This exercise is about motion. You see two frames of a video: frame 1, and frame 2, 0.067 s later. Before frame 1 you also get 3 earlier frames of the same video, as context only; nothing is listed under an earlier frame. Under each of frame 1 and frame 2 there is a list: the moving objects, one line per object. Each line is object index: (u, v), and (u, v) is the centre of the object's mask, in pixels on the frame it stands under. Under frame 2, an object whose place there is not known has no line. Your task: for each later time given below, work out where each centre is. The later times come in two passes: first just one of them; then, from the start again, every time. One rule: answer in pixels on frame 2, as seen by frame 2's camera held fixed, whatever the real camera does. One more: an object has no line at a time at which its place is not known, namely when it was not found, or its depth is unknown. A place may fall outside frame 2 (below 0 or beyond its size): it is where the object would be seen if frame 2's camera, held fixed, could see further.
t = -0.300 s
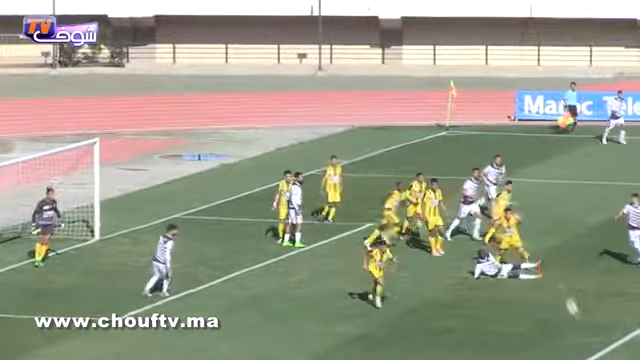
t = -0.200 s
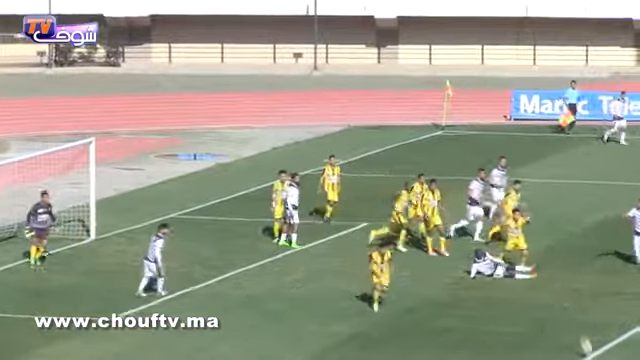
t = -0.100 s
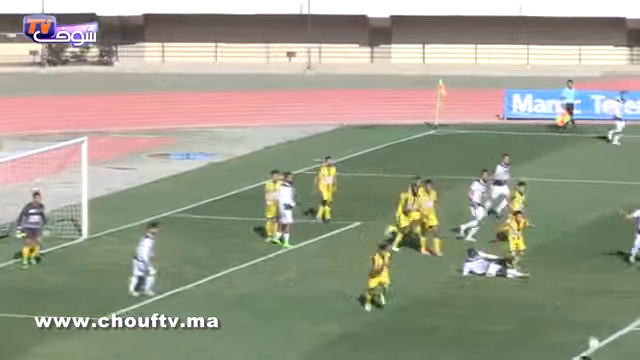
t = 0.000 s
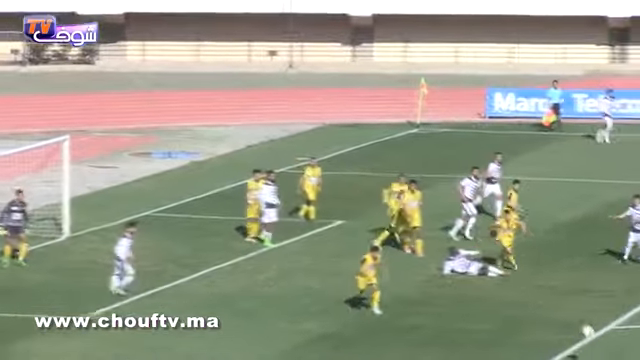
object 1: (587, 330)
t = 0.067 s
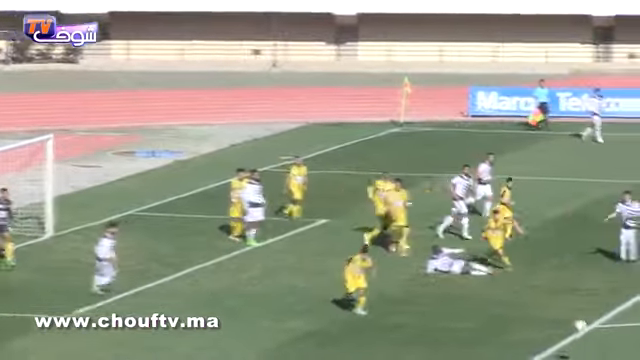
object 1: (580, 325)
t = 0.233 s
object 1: (601, 325)
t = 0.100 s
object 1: (583, 323)
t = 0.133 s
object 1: (588, 323)
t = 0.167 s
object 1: (592, 323)
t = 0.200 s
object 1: (596, 324)
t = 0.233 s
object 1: (601, 325)
